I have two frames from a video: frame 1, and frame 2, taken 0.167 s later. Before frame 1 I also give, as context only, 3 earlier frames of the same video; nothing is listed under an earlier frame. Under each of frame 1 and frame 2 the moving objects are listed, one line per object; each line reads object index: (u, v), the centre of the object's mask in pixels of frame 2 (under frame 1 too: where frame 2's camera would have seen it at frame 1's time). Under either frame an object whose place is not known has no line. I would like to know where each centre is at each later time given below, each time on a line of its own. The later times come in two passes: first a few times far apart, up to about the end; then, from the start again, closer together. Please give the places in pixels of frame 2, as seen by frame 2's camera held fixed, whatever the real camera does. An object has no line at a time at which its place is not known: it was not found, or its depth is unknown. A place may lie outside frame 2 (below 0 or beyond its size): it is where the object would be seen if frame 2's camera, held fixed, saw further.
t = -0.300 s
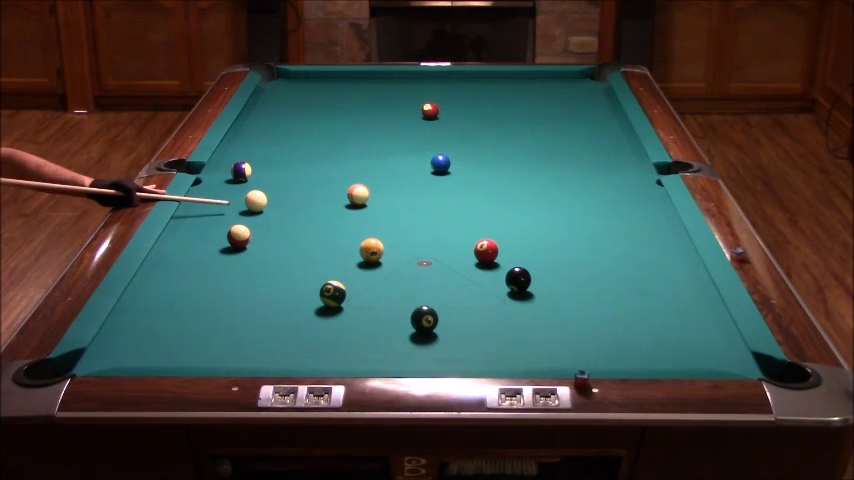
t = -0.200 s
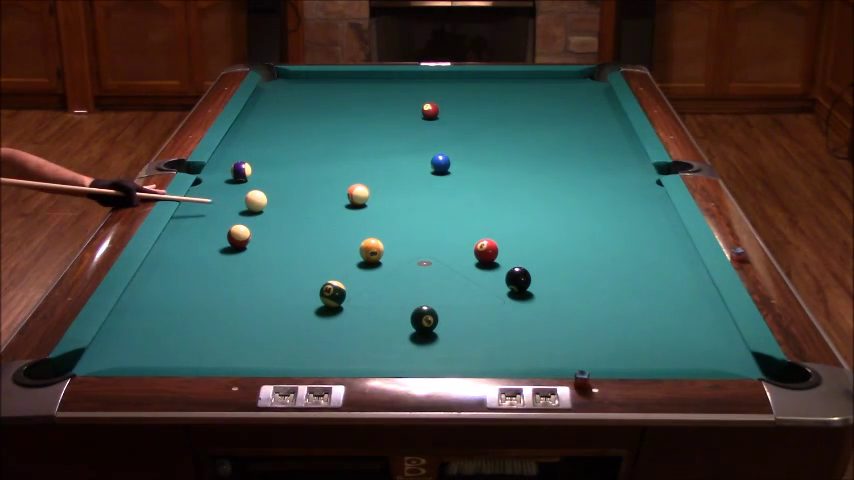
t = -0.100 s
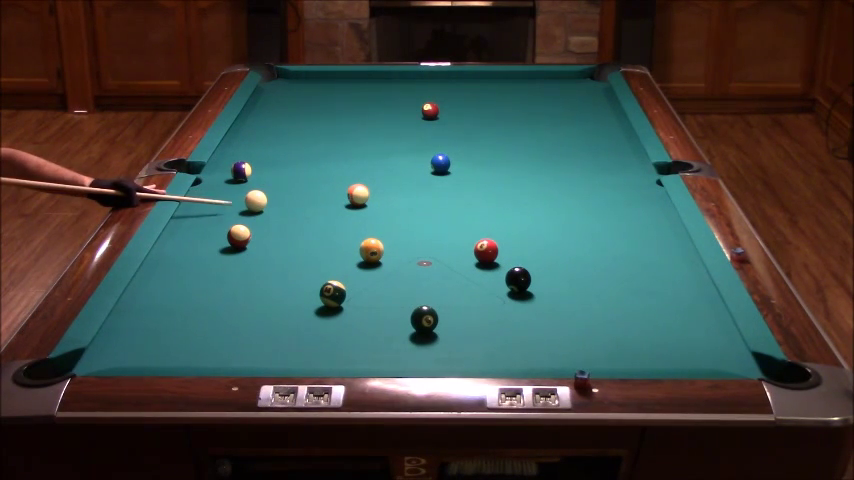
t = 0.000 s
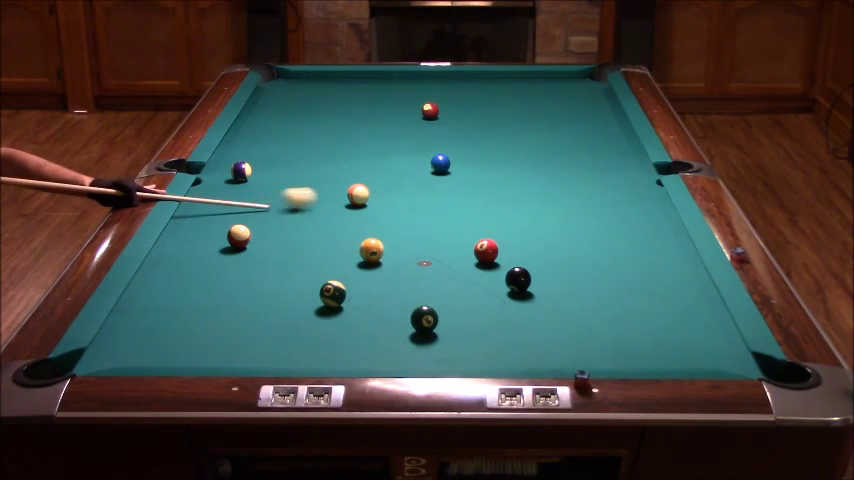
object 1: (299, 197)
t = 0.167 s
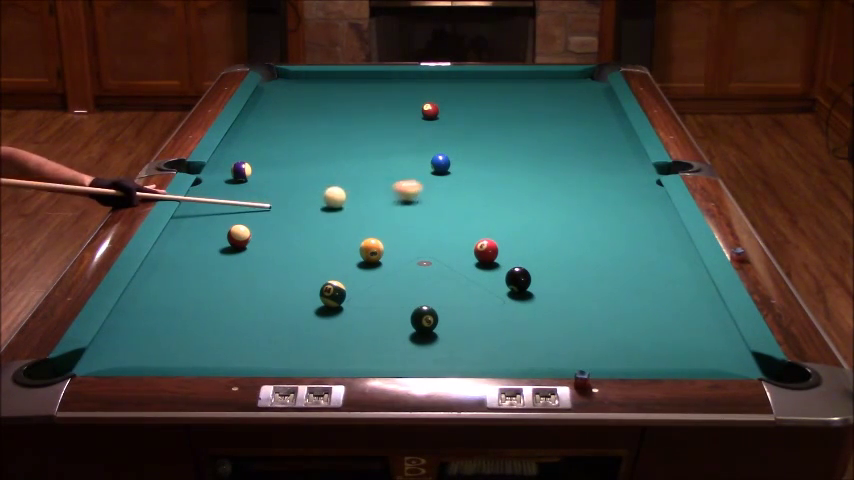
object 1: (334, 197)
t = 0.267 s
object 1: (331, 198)
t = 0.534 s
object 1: (325, 199)
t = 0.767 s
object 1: (321, 200)
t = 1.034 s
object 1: (318, 201)
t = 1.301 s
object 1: (317, 201)
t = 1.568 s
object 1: (317, 201)
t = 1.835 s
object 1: (317, 202)
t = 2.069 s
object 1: (317, 201)
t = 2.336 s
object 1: (317, 201)
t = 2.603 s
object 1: (317, 202)
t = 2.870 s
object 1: (317, 202)
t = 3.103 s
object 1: (317, 202)
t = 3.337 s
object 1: (323, 199)
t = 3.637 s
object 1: (317, 201)
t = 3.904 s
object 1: (317, 202)
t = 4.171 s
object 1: (317, 202)
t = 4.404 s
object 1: (317, 202)
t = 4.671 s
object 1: (317, 202)
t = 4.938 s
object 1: (317, 202)
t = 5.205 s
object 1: (317, 202)
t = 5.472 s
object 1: (317, 202)
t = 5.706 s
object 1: (317, 202)
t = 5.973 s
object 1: (317, 202)
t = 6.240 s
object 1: (317, 202)
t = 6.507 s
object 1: (317, 202)
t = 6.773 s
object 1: (317, 202)
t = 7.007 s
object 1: (317, 202)
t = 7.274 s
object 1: (317, 202)
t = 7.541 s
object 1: (317, 202)
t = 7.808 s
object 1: (317, 202)
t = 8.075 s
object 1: (317, 202)
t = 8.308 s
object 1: (317, 202)
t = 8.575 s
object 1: (317, 202)
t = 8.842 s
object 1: (317, 202)
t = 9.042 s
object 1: (317, 202)
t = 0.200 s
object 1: (334, 197)
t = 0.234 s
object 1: (332, 197)
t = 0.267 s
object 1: (331, 198)
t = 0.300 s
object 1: (331, 198)
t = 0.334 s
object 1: (330, 198)
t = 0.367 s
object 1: (329, 198)
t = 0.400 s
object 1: (328, 199)
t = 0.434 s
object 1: (327, 199)
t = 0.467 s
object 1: (326, 199)
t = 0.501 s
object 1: (326, 199)
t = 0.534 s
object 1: (325, 199)
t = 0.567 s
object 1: (324, 200)
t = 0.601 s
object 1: (323, 200)
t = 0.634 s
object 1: (323, 200)
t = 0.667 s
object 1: (322, 200)
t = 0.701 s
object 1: (322, 200)
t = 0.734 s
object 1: (321, 200)
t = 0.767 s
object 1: (321, 200)
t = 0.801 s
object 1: (320, 200)
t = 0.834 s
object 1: (320, 200)
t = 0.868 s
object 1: (319, 201)
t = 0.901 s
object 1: (319, 201)
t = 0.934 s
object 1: (319, 201)
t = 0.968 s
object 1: (318, 201)
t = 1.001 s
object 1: (318, 201)
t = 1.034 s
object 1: (318, 201)
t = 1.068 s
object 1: (317, 201)
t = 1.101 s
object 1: (317, 201)
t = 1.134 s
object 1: (317, 201)
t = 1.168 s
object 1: (317, 201)
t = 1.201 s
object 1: (317, 201)
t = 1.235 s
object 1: (317, 202)
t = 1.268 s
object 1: (317, 202)
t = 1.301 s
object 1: (317, 201)
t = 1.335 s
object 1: (317, 201)
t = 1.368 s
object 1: (317, 201)
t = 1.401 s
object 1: (317, 201)
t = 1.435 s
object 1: (317, 202)
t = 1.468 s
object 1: (317, 202)
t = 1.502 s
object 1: (317, 202)
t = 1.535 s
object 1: (317, 201)
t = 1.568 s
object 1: (317, 201)
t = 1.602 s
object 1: (317, 202)
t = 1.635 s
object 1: (317, 202)
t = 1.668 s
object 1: (317, 202)
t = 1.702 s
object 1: (317, 202)
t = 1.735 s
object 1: (317, 202)
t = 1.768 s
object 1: (317, 202)
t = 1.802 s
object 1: (317, 202)
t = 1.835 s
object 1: (317, 202)
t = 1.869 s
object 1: (317, 202)
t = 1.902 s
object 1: (317, 202)
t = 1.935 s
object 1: (317, 201)
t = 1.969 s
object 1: (317, 202)
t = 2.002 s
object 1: (317, 201)
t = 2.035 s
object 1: (317, 202)
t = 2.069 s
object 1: (317, 201)
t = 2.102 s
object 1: (317, 201)
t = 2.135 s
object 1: (317, 201)
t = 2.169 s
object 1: (317, 202)
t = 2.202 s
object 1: (317, 201)
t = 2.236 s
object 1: (317, 202)
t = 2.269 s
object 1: (317, 201)
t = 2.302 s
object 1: (317, 202)
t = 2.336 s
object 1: (317, 201)
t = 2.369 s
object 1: (317, 202)
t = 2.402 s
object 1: (317, 202)
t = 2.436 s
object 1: (317, 202)
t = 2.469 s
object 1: (317, 202)
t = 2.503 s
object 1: (317, 202)
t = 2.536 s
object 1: (317, 202)
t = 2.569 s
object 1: (317, 202)
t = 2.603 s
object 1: (317, 202)
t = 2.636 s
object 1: (317, 202)
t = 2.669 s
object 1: (317, 202)
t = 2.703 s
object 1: (317, 202)
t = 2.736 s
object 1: (317, 202)
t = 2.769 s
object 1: (317, 202)
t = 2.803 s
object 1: (317, 202)
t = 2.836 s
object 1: (317, 202)
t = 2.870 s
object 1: (317, 202)
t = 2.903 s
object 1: (317, 202)
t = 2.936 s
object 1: (317, 202)
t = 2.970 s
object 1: (317, 202)
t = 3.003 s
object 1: (317, 202)
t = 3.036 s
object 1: (317, 202)
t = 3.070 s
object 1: (317, 202)
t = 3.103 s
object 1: (317, 202)
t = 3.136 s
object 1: (317, 202)
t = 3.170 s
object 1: (317, 202)
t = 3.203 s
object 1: (317, 202)
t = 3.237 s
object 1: (317, 202)
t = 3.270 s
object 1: (317, 201)
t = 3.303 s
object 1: (317, 201)
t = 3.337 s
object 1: (323, 199)
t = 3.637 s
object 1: (317, 201)
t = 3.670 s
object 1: (317, 202)
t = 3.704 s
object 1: (317, 202)
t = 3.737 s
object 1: (317, 202)
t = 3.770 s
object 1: (317, 202)
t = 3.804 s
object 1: (317, 202)
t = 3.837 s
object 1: (317, 202)
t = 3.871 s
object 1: (317, 202)
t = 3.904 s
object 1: (317, 202)
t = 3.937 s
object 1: (317, 202)
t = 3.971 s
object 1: (317, 202)
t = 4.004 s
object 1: (317, 202)
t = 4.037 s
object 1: (317, 202)
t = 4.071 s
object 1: (317, 202)
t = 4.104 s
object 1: (317, 202)
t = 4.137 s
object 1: (317, 202)
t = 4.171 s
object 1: (317, 202)
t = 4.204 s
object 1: (317, 202)
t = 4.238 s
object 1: (317, 202)
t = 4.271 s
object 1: (317, 202)
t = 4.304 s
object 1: (317, 202)
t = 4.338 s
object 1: (317, 202)
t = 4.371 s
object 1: (317, 202)
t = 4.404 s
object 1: (317, 202)
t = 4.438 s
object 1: (317, 202)
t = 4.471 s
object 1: (317, 202)
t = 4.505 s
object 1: (317, 202)
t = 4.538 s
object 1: (317, 202)
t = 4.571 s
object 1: (317, 202)
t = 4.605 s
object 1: (317, 202)
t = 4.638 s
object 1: (317, 202)
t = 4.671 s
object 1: (317, 202)
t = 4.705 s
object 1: (317, 202)
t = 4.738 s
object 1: (317, 202)
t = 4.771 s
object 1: (317, 202)
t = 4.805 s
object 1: (317, 202)
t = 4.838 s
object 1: (317, 202)
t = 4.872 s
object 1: (317, 202)
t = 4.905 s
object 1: (317, 202)
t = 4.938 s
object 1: (317, 202)
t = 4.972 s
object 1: (317, 202)
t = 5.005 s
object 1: (317, 202)
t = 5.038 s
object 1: (317, 202)
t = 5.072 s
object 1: (317, 202)
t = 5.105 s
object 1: (317, 202)
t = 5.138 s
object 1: (317, 202)
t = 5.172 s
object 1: (317, 202)
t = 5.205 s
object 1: (317, 202)
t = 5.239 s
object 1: (317, 202)
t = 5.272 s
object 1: (317, 202)
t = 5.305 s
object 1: (317, 202)
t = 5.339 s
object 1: (317, 202)
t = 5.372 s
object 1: (317, 202)
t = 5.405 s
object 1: (317, 202)
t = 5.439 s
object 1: (317, 202)
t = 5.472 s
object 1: (317, 202)
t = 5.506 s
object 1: (317, 202)
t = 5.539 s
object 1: (317, 202)
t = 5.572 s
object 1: (317, 202)
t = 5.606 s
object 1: (317, 202)
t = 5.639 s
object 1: (317, 202)
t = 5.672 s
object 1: (317, 202)
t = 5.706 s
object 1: (317, 202)
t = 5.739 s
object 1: (317, 202)
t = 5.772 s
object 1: (317, 202)
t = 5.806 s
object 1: (317, 202)
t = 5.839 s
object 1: (317, 202)
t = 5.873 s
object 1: (317, 202)
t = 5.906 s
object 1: (317, 202)
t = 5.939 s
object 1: (317, 202)
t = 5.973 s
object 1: (317, 202)
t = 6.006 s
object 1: (317, 202)
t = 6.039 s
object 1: (317, 202)
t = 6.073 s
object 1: (317, 202)
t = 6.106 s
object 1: (317, 202)
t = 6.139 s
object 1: (317, 202)
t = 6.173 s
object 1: (317, 202)
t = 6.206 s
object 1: (317, 202)
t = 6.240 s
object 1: (317, 202)
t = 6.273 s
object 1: (317, 202)
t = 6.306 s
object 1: (317, 202)
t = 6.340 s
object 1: (317, 202)
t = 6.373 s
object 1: (317, 202)
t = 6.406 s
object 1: (317, 202)
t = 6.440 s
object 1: (317, 202)
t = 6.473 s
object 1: (317, 202)
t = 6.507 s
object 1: (317, 202)
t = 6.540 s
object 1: (317, 202)
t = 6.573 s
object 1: (317, 202)
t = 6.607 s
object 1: (317, 202)
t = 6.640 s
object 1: (317, 202)
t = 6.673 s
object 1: (317, 202)
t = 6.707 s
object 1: (317, 202)
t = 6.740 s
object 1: (317, 202)
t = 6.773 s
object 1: (317, 202)
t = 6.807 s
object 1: (317, 202)
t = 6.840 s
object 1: (317, 202)
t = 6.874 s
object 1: (317, 202)
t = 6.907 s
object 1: (317, 202)
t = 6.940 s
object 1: (317, 202)
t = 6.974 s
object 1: (317, 202)
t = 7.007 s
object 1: (317, 202)
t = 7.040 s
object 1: (317, 202)
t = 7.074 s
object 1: (317, 202)
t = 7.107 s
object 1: (317, 202)
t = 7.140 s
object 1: (317, 202)
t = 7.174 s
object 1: (317, 202)
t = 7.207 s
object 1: (317, 202)
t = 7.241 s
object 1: (317, 202)
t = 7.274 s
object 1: (317, 202)
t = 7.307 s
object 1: (317, 202)
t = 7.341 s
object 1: (317, 202)
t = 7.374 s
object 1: (317, 202)
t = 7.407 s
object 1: (317, 202)
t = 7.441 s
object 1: (317, 202)
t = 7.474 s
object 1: (317, 202)
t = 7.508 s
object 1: (317, 202)
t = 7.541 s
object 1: (317, 202)
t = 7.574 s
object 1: (317, 202)
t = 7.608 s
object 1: (317, 202)
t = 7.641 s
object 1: (317, 202)
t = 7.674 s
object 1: (317, 202)
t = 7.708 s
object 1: (317, 202)
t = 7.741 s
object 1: (317, 202)
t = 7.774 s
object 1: (317, 202)
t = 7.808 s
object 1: (317, 202)
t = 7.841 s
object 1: (317, 202)
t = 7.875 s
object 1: (317, 202)
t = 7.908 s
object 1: (317, 202)
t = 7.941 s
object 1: (317, 202)
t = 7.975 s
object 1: (317, 202)
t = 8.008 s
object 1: (317, 202)
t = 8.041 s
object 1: (317, 202)
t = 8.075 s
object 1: (317, 202)
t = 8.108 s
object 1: (317, 202)
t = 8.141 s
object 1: (317, 202)
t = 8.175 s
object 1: (317, 202)
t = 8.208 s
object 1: (317, 202)
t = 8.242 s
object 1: (317, 202)
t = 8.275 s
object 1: (317, 202)
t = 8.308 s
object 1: (317, 202)
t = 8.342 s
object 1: (317, 202)
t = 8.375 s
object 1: (317, 202)
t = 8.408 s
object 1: (317, 202)
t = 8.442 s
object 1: (317, 202)
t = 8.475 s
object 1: (317, 202)
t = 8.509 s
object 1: (317, 202)
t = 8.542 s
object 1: (317, 202)
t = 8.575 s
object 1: (317, 202)
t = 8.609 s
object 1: (317, 202)
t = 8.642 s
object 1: (317, 202)
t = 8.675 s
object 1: (317, 202)
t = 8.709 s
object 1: (317, 202)
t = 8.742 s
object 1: (317, 202)
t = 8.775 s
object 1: (317, 202)
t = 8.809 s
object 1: (317, 202)
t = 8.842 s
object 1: (317, 202)
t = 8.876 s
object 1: (317, 202)
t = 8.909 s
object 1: (317, 202)
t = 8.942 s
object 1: (317, 202)
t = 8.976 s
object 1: (317, 202)
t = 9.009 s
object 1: (317, 202)
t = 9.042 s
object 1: (317, 202)
